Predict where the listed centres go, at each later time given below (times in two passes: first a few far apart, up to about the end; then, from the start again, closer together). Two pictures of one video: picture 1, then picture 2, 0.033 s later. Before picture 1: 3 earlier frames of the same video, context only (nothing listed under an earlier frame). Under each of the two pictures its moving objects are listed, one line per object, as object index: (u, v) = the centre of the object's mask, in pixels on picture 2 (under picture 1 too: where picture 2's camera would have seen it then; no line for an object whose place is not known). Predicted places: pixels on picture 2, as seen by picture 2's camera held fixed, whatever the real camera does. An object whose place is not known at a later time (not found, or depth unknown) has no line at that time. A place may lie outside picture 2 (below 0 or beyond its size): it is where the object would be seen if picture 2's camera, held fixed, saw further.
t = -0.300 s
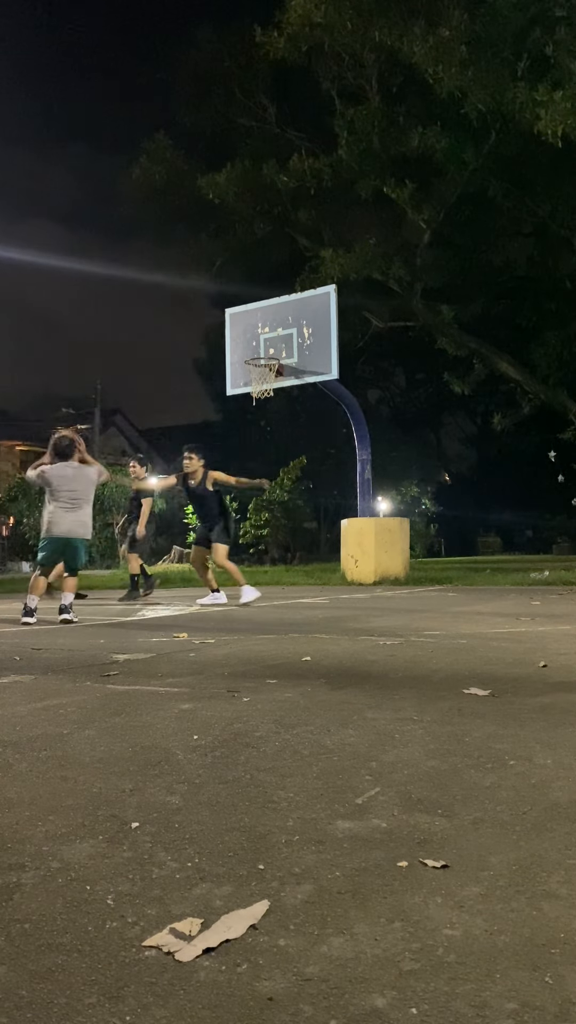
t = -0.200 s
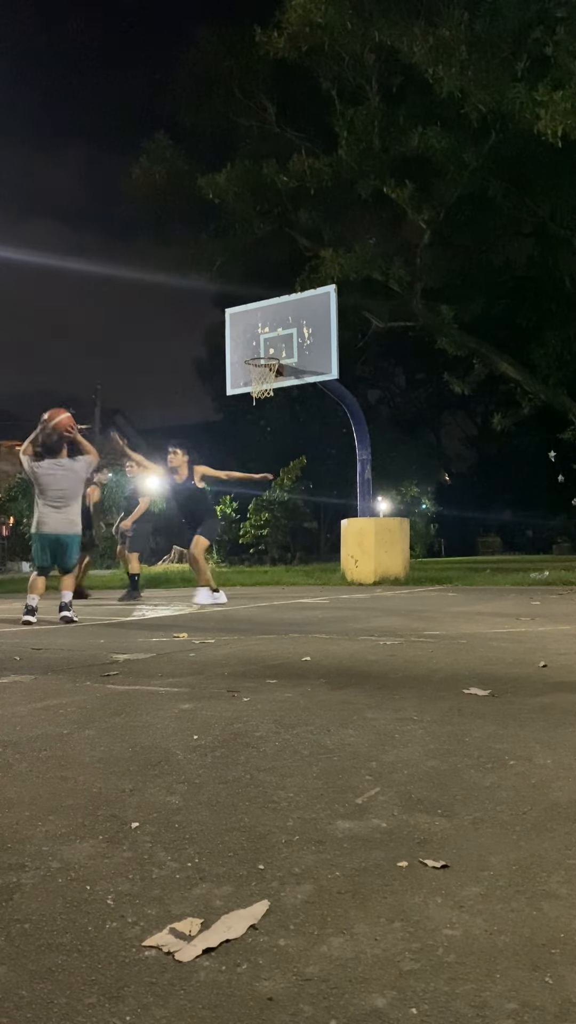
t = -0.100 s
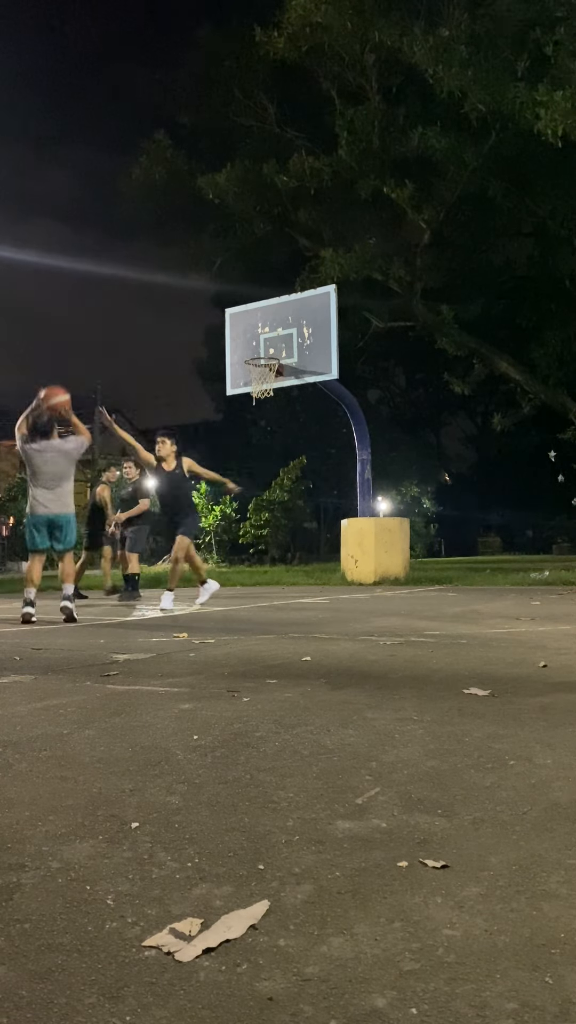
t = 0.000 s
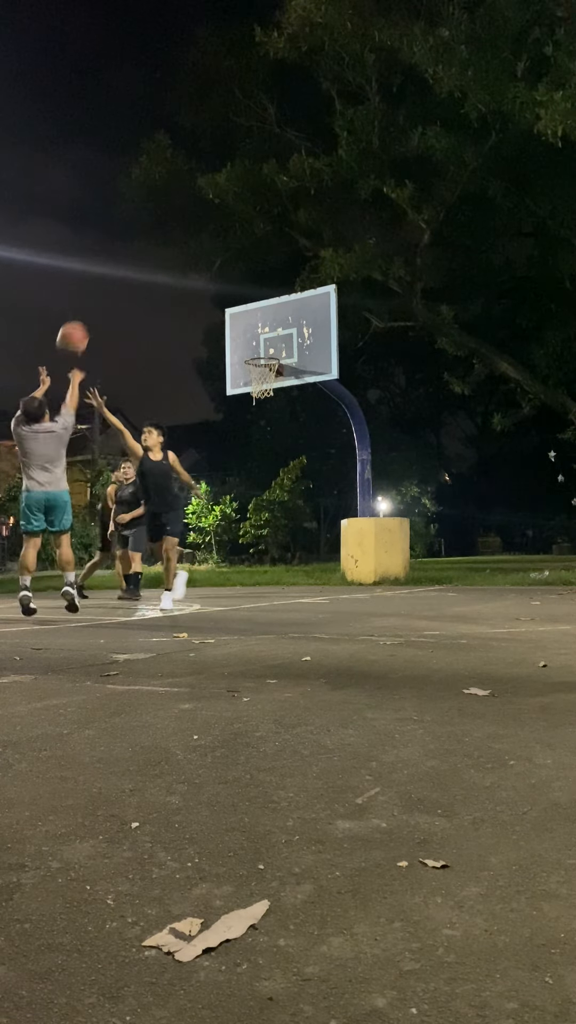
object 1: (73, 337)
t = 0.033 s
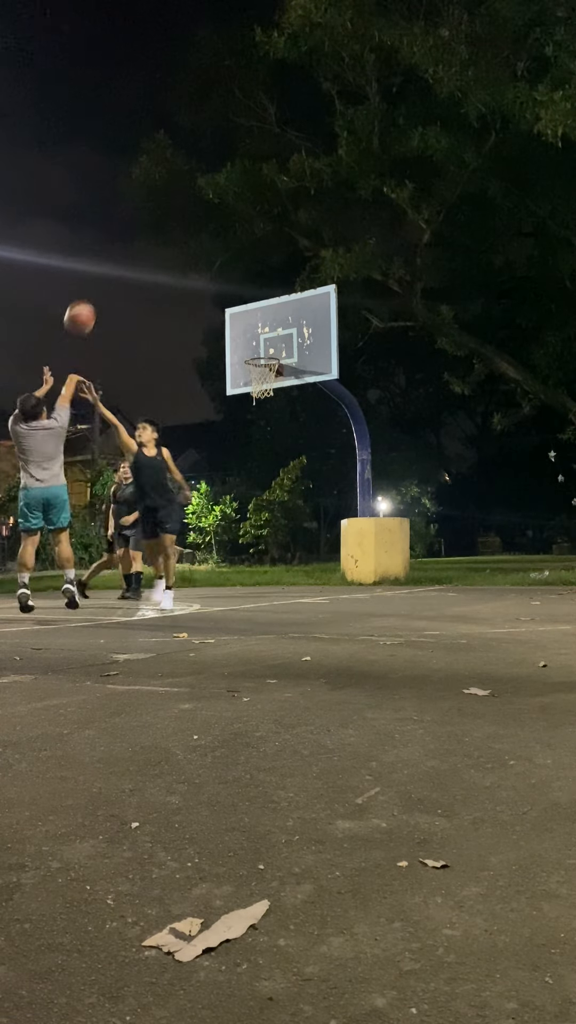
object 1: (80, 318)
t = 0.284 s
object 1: (128, 215)
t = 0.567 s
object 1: (172, 190)
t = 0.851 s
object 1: (208, 235)
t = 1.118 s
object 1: (238, 323)
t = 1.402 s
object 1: (207, 338)
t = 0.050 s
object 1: (83, 309)
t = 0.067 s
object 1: (87, 299)
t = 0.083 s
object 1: (90, 290)
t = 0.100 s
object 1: (94, 281)
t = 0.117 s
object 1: (97, 273)
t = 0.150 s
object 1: (104, 258)
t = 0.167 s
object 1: (106, 251)
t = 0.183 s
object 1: (110, 245)
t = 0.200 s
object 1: (113, 239)
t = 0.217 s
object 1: (116, 233)
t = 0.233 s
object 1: (119, 228)
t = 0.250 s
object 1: (122, 223)
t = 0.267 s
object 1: (125, 219)
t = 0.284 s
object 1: (128, 215)
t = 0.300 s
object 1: (130, 211)
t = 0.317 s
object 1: (133, 207)
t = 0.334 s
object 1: (136, 204)
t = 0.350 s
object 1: (139, 201)
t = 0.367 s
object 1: (141, 199)
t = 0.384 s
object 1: (144, 196)
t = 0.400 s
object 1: (147, 195)
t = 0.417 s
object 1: (150, 193)
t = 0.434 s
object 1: (152, 191)
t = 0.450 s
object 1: (155, 190)
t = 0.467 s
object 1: (157, 190)
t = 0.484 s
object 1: (160, 189)
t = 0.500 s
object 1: (162, 189)
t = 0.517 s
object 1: (165, 189)
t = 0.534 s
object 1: (167, 189)
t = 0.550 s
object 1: (169, 189)
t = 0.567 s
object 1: (172, 190)
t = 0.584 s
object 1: (174, 191)
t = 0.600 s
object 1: (176, 192)
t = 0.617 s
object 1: (179, 194)
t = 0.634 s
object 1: (181, 195)
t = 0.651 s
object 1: (183, 197)
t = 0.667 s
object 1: (185, 199)
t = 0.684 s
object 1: (188, 201)
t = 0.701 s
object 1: (190, 204)
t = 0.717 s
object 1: (192, 206)
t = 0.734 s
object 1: (194, 209)
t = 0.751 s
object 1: (196, 212)
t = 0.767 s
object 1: (198, 215)
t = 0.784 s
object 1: (200, 219)
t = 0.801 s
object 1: (202, 223)
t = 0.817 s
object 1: (204, 226)
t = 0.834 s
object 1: (206, 230)
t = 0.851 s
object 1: (208, 235)
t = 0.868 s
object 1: (210, 239)
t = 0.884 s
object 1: (212, 243)
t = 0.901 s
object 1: (214, 248)
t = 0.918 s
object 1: (216, 253)
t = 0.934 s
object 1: (218, 258)
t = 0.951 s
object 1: (219, 263)
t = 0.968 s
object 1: (221, 268)
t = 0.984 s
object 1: (223, 274)
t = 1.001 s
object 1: (225, 279)
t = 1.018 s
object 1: (227, 286)
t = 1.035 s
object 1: (229, 292)
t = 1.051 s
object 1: (231, 297)
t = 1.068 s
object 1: (232, 303)
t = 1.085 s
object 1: (234, 310)
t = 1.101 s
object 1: (237, 317)
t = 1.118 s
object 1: (238, 323)
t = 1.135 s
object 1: (240, 330)
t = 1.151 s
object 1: (242, 338)
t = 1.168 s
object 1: (244, 344)
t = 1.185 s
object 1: (246, 351)
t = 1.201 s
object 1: (244, 352)
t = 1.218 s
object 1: (242, 351)
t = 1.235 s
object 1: (238, 349)
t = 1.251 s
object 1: (235, 347)
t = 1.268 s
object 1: (231, 345)
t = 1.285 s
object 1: (228, 343)
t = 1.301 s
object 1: (225, 341)
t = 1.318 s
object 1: (222, 340)
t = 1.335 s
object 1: (219, 339)
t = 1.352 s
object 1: (216, 339)
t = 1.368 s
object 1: (214, 338)
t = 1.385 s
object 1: (210, 338)
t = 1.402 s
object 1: (207, 338)
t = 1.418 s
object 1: (204, 338)
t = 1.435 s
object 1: (201, 338)
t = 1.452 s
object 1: (198, 338)
